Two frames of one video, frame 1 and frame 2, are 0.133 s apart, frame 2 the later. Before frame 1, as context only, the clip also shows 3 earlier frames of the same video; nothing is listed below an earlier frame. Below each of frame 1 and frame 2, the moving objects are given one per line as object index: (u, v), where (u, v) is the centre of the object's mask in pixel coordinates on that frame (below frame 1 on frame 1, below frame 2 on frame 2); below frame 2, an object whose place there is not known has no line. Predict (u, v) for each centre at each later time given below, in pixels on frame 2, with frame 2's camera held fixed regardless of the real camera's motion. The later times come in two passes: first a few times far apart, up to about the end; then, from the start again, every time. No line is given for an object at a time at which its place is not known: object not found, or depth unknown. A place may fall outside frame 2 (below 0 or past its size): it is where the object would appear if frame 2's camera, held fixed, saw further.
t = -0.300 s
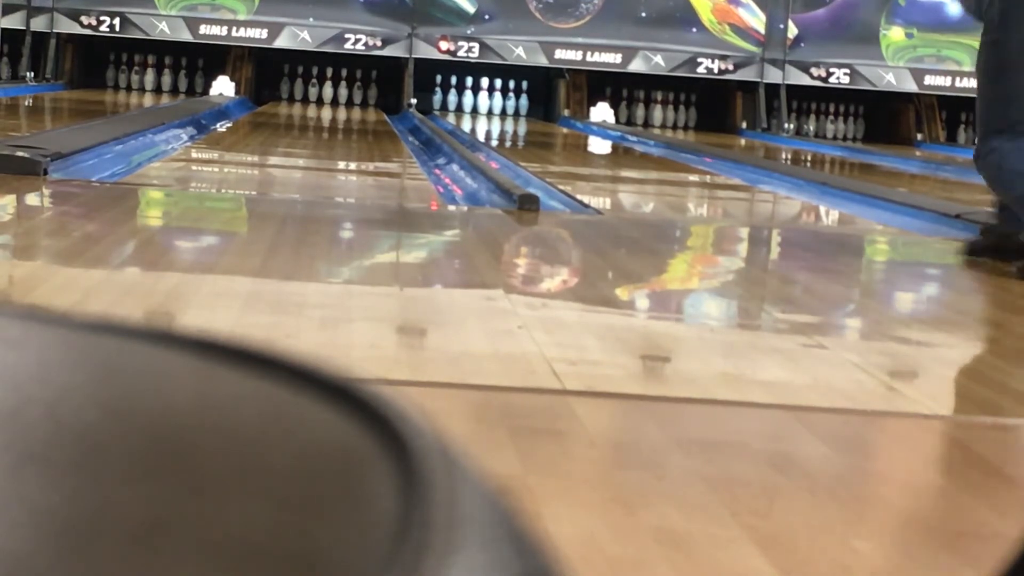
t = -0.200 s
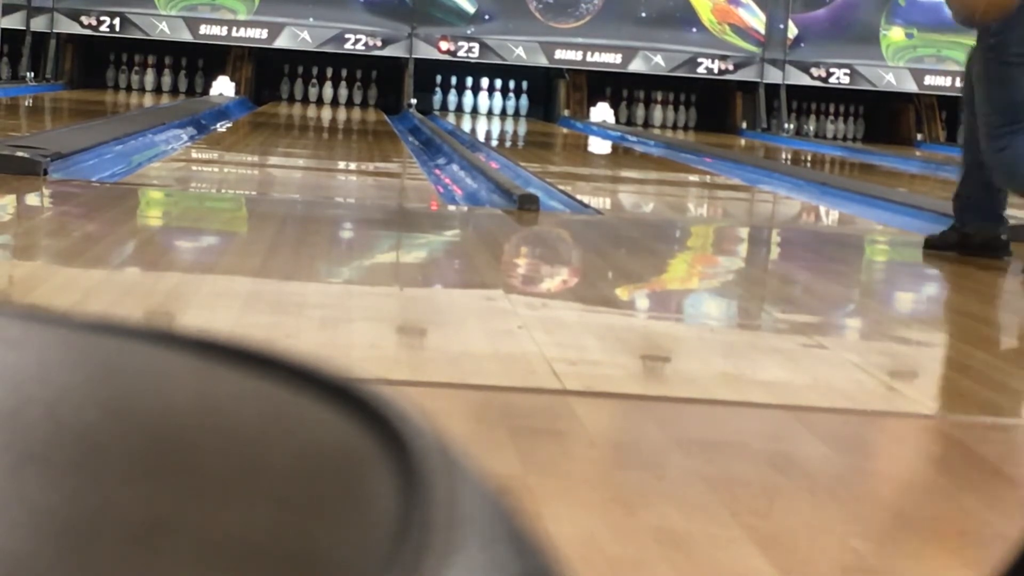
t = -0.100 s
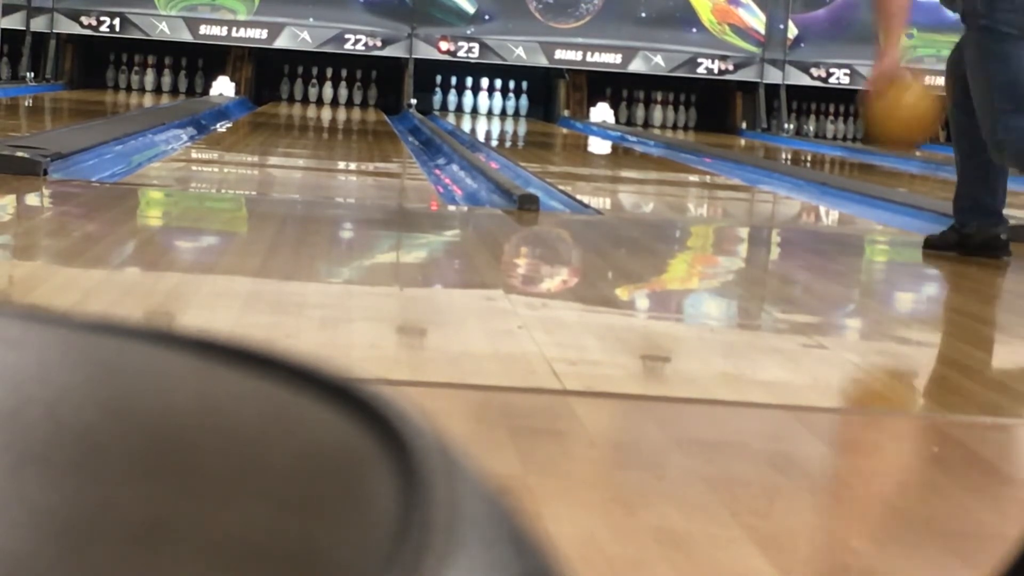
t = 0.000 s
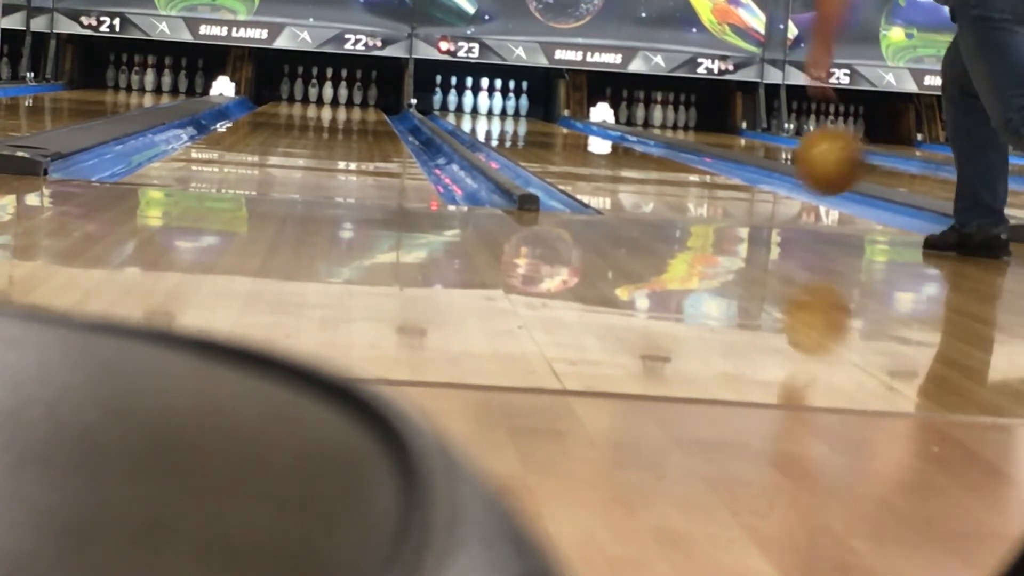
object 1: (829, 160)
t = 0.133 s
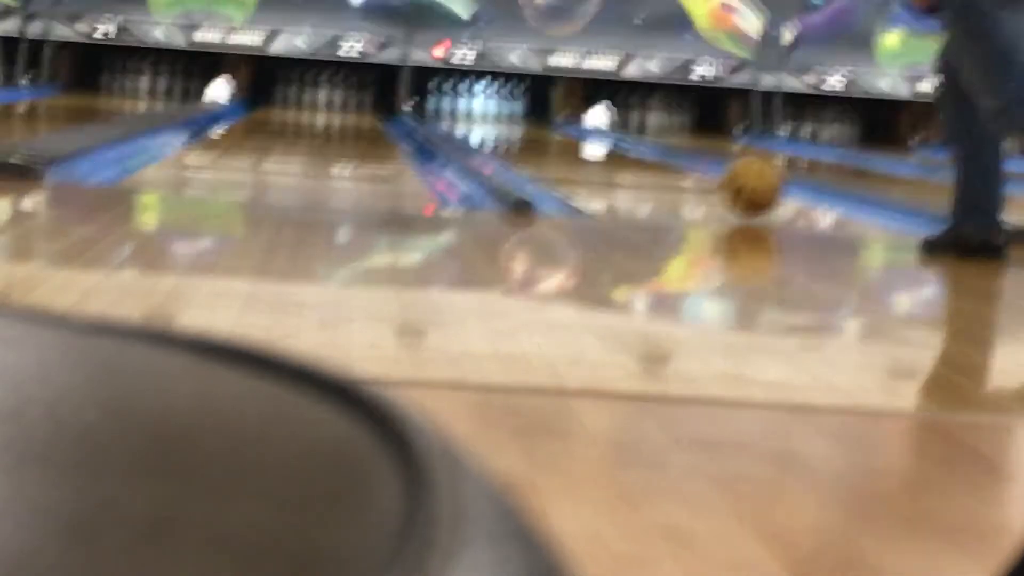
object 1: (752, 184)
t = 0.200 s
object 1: (723, 183)
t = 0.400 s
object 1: (654, 167)
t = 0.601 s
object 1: (604, 154)
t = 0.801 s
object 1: (565, 144)
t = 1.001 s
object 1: (536, 135)
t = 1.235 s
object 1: (508, 129)
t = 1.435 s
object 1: (489, 124)
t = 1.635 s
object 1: (474, 120)
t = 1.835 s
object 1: (462, 116)
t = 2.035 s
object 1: (455, 113)
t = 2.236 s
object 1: (451, 111)
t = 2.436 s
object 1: (451, 109)
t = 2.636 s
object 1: (445, 106)
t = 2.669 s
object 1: (445, 107)
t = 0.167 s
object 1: (738, 182)
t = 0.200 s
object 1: (723, 183)
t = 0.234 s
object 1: (709, 179)
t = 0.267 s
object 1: (698, 177)
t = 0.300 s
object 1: (686, 174)
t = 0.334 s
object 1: (675, 172)
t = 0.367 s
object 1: (664, 169)
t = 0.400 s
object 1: (654, 167)
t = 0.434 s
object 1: (645, 165)
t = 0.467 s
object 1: (636, 163)
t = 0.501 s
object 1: (627, 161)
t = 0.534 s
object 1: (619, 158)
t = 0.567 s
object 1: (612, 156)
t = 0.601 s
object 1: (604, 154)
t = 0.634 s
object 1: (597, 152)
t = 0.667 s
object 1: (589, 150)
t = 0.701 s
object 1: (582, 148)
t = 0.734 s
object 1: (577, 146)
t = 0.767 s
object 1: (570, 145)
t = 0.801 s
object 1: (565, 144)
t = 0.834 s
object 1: (560, 142)
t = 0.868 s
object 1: (554, 140)
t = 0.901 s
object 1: (550, 139)
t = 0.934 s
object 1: (545, 138)
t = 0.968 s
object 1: (540, 137)
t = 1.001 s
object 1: (536, 135)
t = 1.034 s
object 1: (531, 134)
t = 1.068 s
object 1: (527, 134)
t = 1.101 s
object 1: (523, 133)
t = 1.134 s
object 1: (519, 132)
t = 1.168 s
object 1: (515, 131)
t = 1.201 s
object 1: (512, 130)
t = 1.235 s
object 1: (508, 129)
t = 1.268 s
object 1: (504, 128)
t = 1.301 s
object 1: (501, 127)
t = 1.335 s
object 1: (498, 126)
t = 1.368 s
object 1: (495, 125)
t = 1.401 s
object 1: (492, 124)
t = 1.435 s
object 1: (489, 124)
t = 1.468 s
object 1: (486, 123)
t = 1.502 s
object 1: (484, 122)
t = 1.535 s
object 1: (480, 121)
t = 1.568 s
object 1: (478, 121)
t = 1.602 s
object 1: (476, 120)
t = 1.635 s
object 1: (474, 120)
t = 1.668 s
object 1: (472, 119)
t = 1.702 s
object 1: (469, 118)
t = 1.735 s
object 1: (467, 117)
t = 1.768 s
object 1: (466, 117)
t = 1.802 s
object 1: (463, 116)
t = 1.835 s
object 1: (462, 116)
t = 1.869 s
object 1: (460, 116)
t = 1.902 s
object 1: (459, 115)
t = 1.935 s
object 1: (458, 114)
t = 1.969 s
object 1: (457, 114)
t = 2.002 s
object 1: (456, 113)
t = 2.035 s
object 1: (455, 113)
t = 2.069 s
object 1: (454, 112)
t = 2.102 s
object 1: (453, 112)
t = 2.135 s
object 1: (452, 112)
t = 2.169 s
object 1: (452, 112)
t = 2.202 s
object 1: (451, 111)
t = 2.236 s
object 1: (451, 111)
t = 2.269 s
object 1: (451, 111)
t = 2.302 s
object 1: (451, 110)
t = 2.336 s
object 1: (450, 110)
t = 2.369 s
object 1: (450, 110)
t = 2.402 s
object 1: (451, 109)
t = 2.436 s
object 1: (451, 109)
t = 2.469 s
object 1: (451, 108)
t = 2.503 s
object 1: (451, 108)
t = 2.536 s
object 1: (449, 108)
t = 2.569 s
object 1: (448, 107)
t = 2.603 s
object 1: (446, 107)
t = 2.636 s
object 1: (445, 106)
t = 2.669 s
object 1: (445, 107)
